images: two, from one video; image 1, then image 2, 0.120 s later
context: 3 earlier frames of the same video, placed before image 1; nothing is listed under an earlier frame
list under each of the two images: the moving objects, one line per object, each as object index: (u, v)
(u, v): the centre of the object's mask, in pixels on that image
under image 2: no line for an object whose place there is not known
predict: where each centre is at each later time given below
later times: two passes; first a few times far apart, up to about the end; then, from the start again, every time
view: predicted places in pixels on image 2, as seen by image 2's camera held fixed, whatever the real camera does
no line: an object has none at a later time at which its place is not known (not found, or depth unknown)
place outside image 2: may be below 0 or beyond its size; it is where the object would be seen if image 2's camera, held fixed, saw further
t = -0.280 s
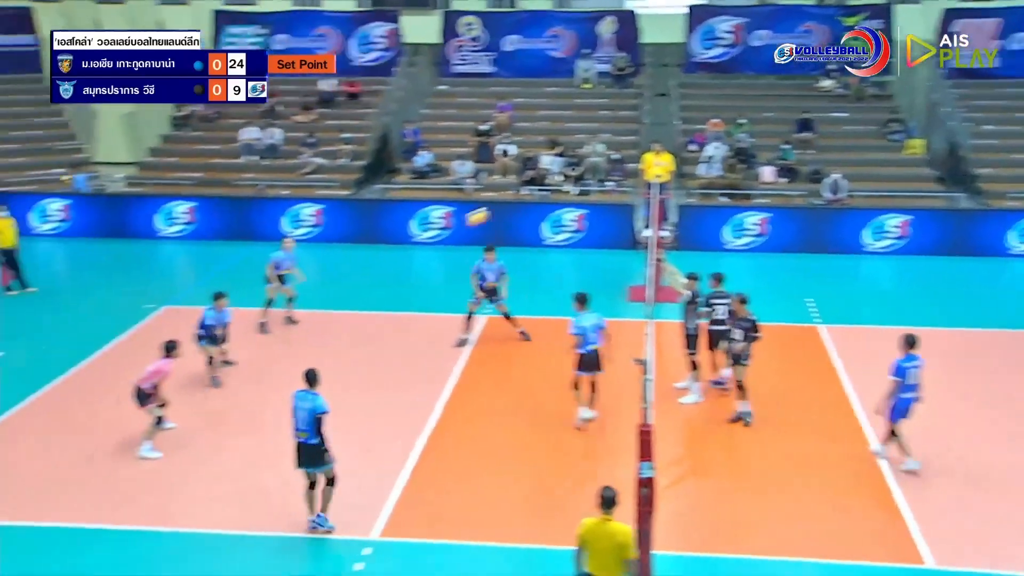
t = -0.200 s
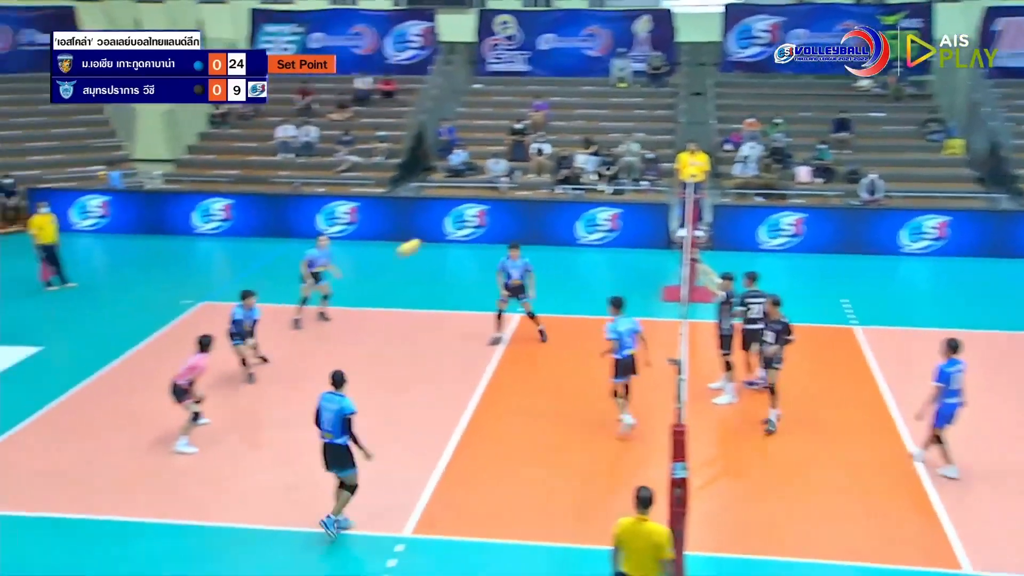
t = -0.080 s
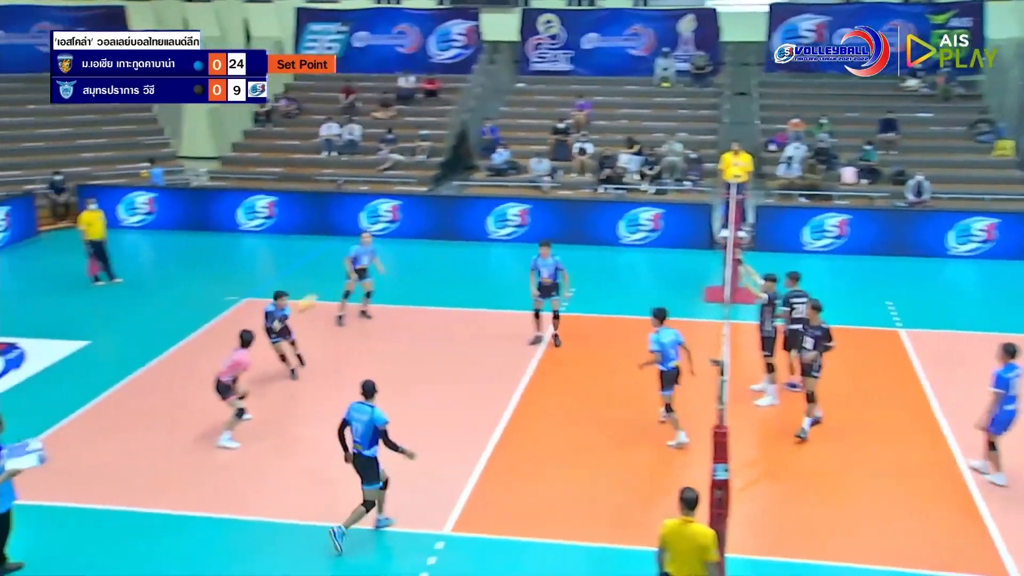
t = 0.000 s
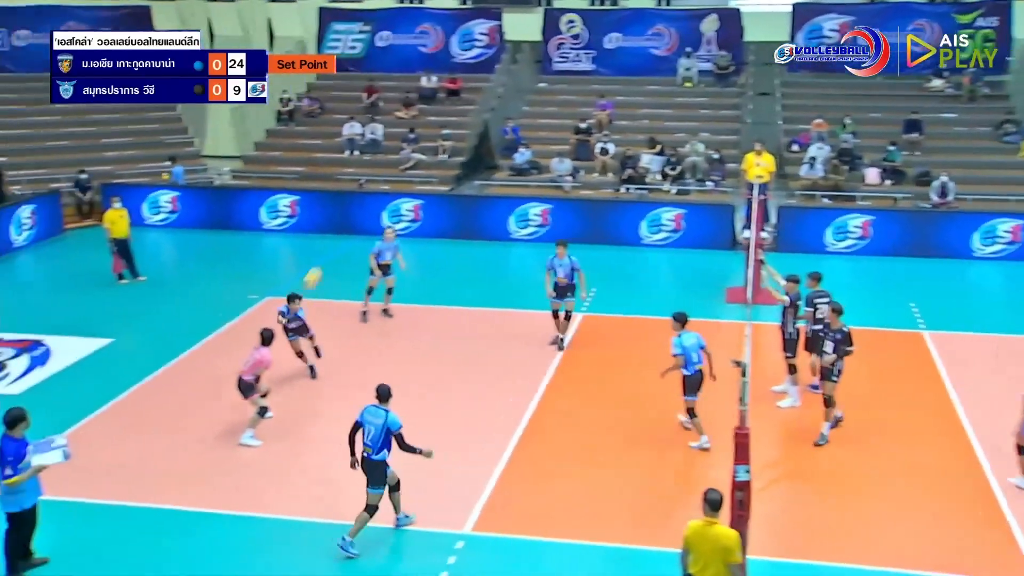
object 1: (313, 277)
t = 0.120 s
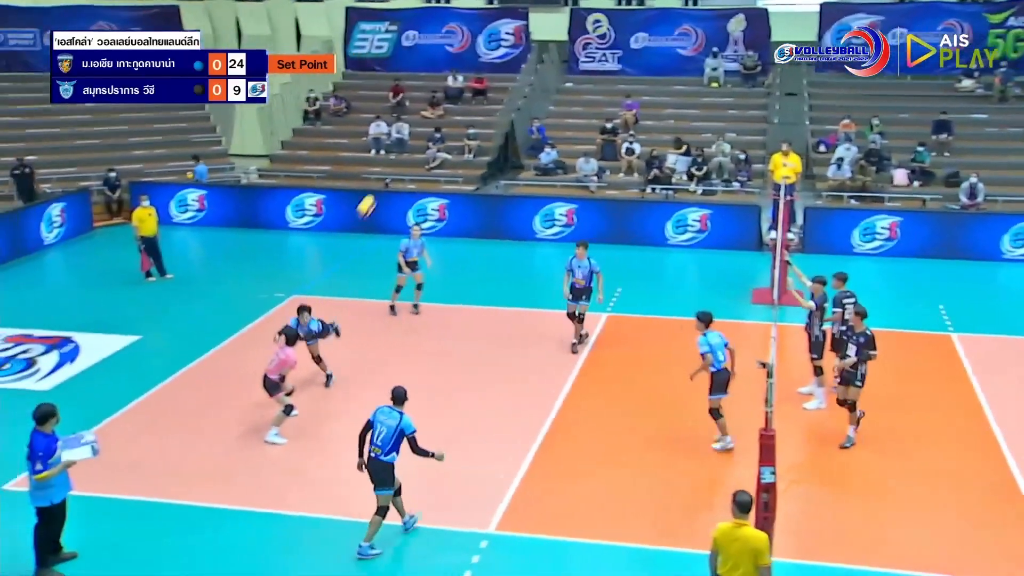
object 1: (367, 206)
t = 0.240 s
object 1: (397, 146)
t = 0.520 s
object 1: (455, 46)
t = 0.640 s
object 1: (476, 20)
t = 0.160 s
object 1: (377, 185)
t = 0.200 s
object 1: (387, 164)
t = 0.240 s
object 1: (397, 146)
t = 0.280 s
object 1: (406, 127)
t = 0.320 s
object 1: (415, 111)
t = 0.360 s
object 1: (423, 95)
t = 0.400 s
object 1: (432, 81)
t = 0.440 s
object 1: (440, 69)
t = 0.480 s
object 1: (447, 57)
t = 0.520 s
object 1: (455, 46)
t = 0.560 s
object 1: (462, 35)
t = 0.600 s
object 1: (470, 27)
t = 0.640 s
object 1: (476, 20)
